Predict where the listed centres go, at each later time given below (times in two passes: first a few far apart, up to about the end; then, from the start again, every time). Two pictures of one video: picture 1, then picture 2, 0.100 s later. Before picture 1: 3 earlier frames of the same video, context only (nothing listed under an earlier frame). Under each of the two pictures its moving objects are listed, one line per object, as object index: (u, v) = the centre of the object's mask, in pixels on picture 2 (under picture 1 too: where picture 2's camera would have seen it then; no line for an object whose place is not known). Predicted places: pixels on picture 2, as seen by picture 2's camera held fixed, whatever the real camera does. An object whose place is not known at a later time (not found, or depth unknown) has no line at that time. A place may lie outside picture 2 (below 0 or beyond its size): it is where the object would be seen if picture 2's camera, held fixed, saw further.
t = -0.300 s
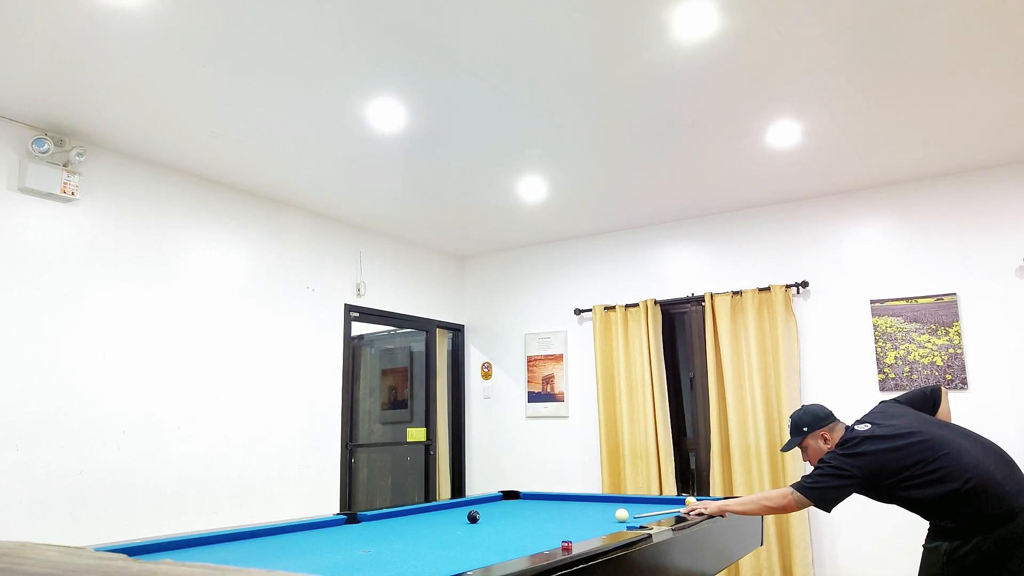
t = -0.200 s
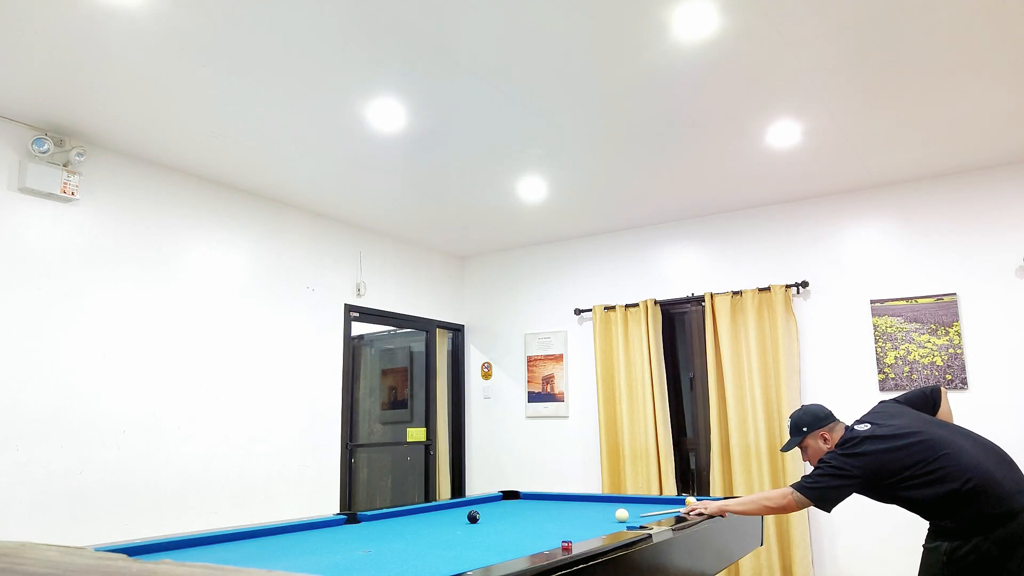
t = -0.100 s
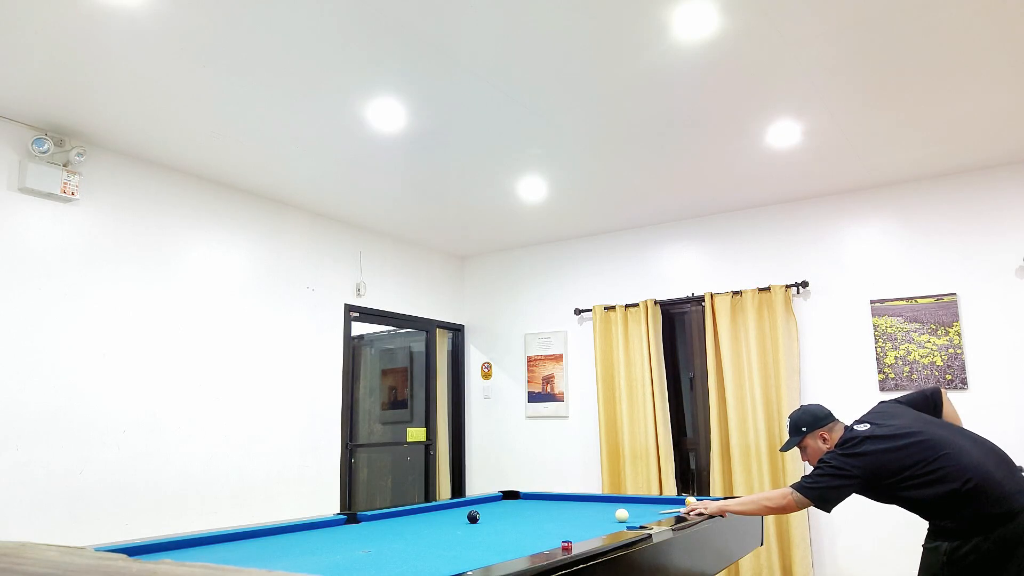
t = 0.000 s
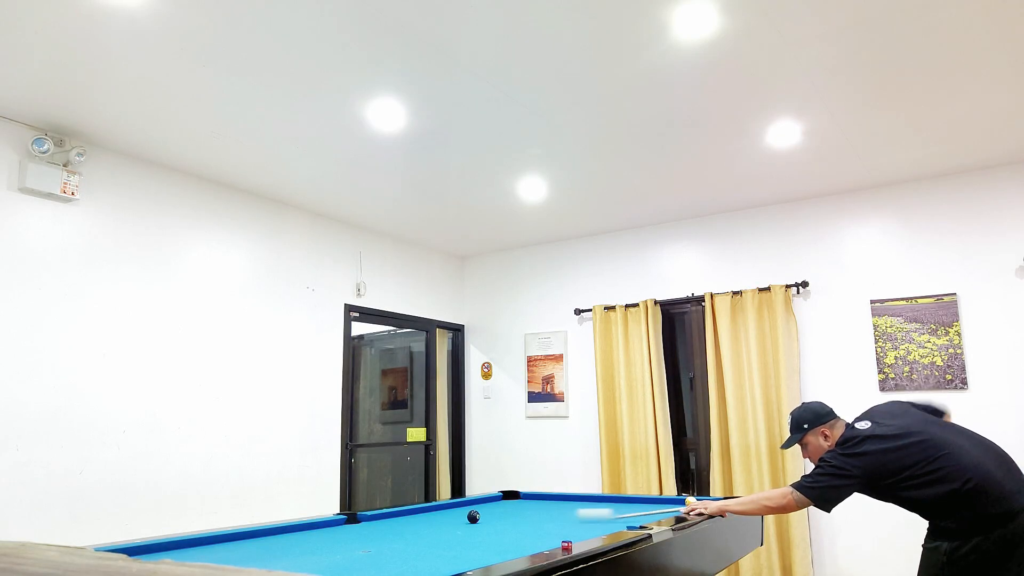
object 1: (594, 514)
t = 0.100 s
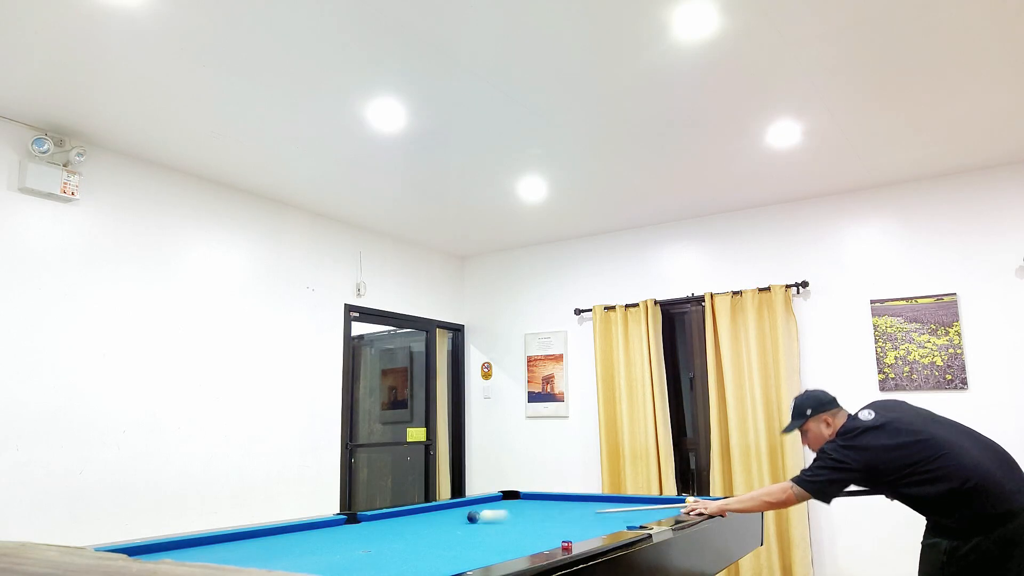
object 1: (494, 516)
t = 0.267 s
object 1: (483, 517)
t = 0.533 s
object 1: (481, 519)
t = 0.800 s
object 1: (478, 520)
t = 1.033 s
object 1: (477, 521)
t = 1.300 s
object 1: (475, 522)
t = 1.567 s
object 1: (473, 523)
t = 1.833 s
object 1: (472, 524)
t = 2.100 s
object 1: (471, 525)
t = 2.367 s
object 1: (470, 526)
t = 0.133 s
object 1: (484, 517)
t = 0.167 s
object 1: (484, 517)
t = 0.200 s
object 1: (484, 517)
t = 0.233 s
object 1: (483, 517)
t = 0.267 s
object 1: (483, 517)
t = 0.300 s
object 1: (483, 518)
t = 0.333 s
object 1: (482, 518)
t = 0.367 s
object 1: (482, 518)
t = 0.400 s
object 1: (482, 518)
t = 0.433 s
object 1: (481, 518)
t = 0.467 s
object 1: (481, 518)
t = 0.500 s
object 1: (481, 519)
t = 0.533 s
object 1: (481, 519)
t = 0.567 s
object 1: (480, 519)
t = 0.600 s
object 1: (480, 519)
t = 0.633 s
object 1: (480, 519)
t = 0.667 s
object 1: (480, 520)
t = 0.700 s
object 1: (479, 520)
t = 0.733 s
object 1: (479, 520)
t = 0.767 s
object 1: (479, 520)
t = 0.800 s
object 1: (478, 520)
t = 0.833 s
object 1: (478, 520)
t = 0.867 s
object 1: (478, 521)
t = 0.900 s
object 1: (478, 521)
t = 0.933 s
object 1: (477, 521)
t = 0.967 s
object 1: (477, 521)
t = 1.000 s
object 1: (477, 521)
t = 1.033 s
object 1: (477, 521)
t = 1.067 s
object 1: (477, 522)
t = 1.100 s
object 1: (476, 522)
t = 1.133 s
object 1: (476, 522)
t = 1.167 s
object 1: (476, 522)
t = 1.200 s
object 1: (476, 522)
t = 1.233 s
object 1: (476, 522)
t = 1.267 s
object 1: (475, 522)
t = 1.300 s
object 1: (475, 522)
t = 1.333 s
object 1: (475, 523)
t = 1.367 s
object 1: (475, 523)
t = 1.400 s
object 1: (474, 523)
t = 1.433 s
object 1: (474, 523)
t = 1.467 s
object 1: (474, 523)
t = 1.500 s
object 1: (474, 523)
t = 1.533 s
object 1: (474, 523)
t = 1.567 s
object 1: (473, 523)
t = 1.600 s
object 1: (473, 524)
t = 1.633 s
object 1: (473, 524)
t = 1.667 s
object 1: (473, 524)
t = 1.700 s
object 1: (473, 524)
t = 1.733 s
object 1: (473, 524)
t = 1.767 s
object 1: (472, 524)
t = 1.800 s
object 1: (472, 524)
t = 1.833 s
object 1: (472, 524)
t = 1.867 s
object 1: (472, 525)
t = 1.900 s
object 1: (472, 525)
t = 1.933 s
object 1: (471, 525)
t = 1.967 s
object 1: (471, 525)
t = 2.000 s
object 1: (471, 525)
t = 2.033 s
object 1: (471, 525)
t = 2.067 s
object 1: (471, 525)
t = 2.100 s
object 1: (471, 525)
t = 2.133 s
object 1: (471, 525)
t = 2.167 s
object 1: (471, 525)
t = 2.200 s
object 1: (470, 525)
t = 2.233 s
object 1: (470, 525)
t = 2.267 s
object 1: (470, 525)
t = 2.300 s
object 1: (470, 525)
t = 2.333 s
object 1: (470, 526)
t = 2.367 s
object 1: (470, 526)
